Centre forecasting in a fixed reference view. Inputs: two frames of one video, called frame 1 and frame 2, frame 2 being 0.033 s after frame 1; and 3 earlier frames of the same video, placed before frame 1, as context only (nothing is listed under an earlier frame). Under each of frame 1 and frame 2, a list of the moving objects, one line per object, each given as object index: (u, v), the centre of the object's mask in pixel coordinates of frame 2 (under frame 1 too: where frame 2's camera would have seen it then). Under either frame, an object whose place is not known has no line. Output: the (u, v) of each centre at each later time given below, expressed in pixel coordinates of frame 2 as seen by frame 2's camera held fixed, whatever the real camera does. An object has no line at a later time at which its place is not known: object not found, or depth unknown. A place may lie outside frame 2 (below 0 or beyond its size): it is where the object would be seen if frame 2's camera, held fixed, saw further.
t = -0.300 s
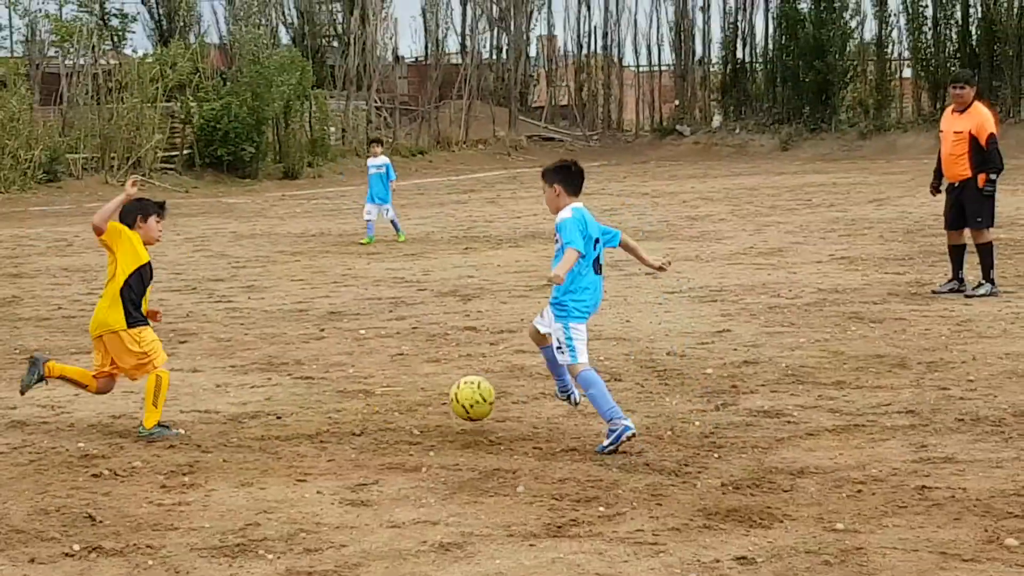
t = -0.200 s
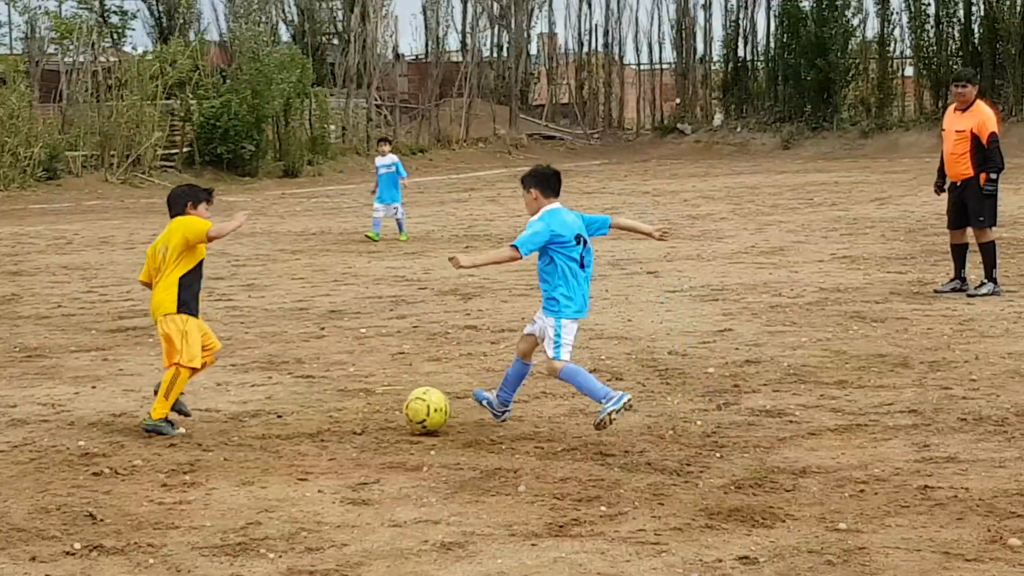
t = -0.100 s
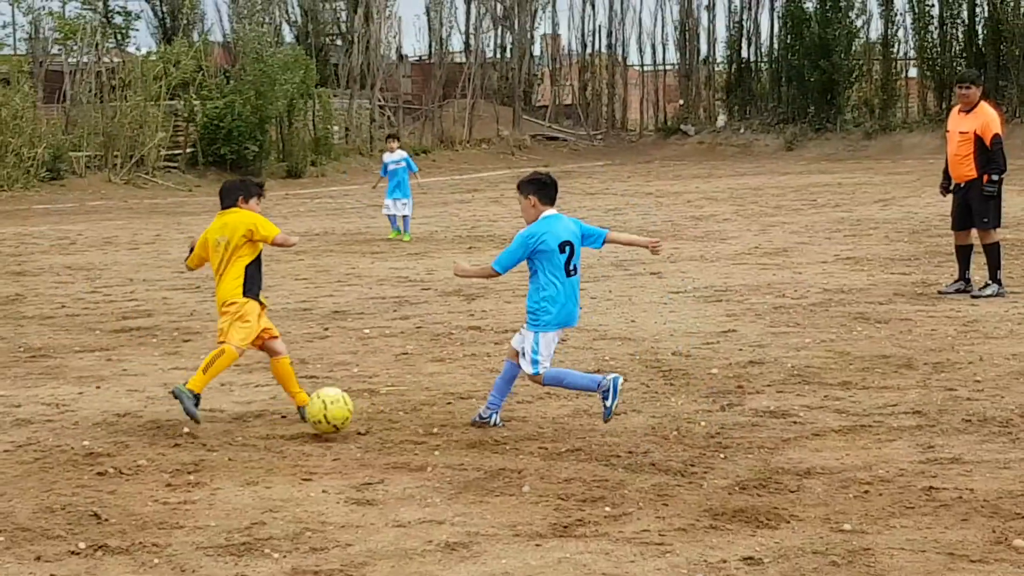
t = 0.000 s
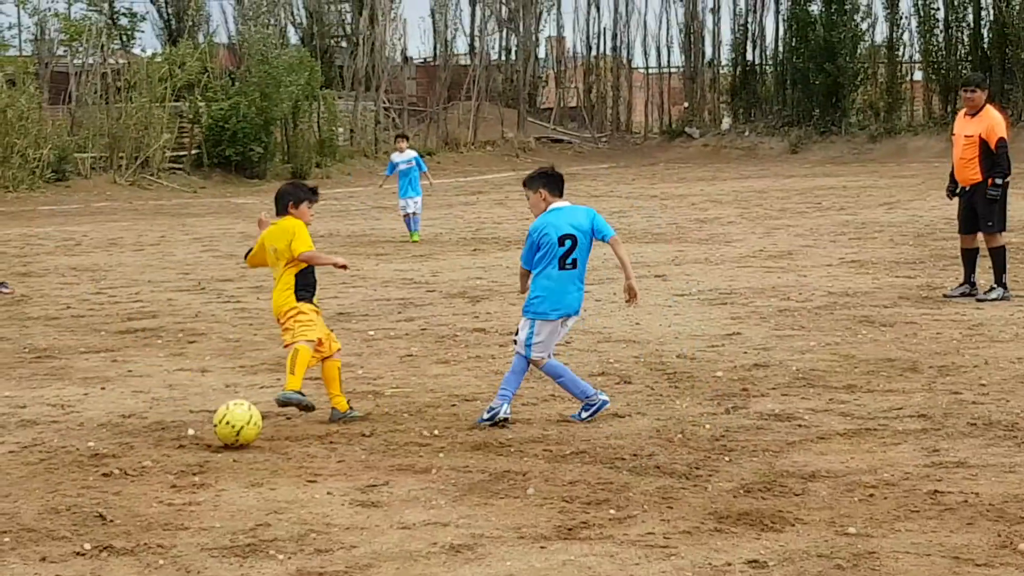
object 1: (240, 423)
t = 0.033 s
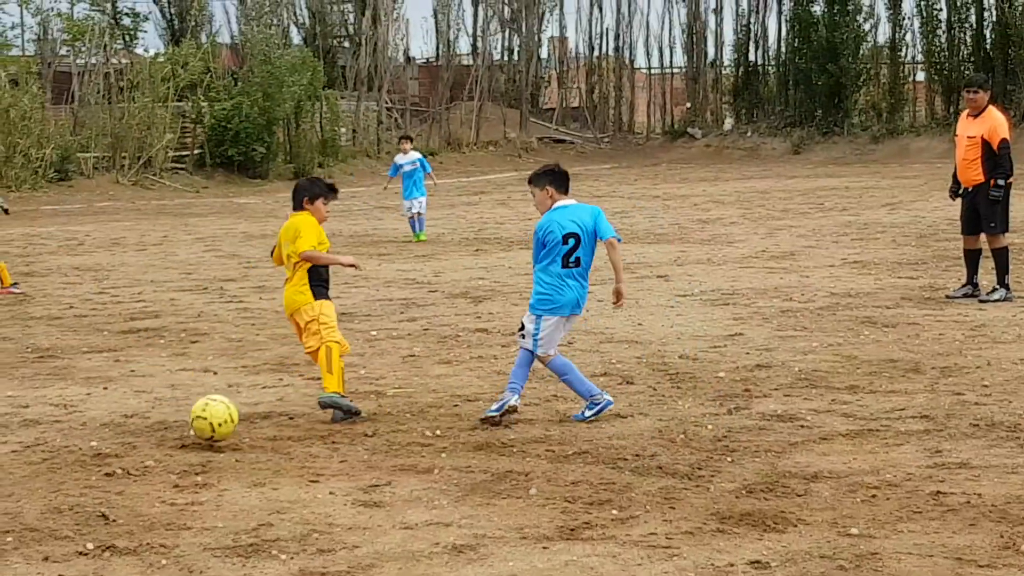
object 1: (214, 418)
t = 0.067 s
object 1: (188, 416)
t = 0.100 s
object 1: (161, 416)
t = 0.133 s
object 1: (135, 419)
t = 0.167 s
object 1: (109, 423)
